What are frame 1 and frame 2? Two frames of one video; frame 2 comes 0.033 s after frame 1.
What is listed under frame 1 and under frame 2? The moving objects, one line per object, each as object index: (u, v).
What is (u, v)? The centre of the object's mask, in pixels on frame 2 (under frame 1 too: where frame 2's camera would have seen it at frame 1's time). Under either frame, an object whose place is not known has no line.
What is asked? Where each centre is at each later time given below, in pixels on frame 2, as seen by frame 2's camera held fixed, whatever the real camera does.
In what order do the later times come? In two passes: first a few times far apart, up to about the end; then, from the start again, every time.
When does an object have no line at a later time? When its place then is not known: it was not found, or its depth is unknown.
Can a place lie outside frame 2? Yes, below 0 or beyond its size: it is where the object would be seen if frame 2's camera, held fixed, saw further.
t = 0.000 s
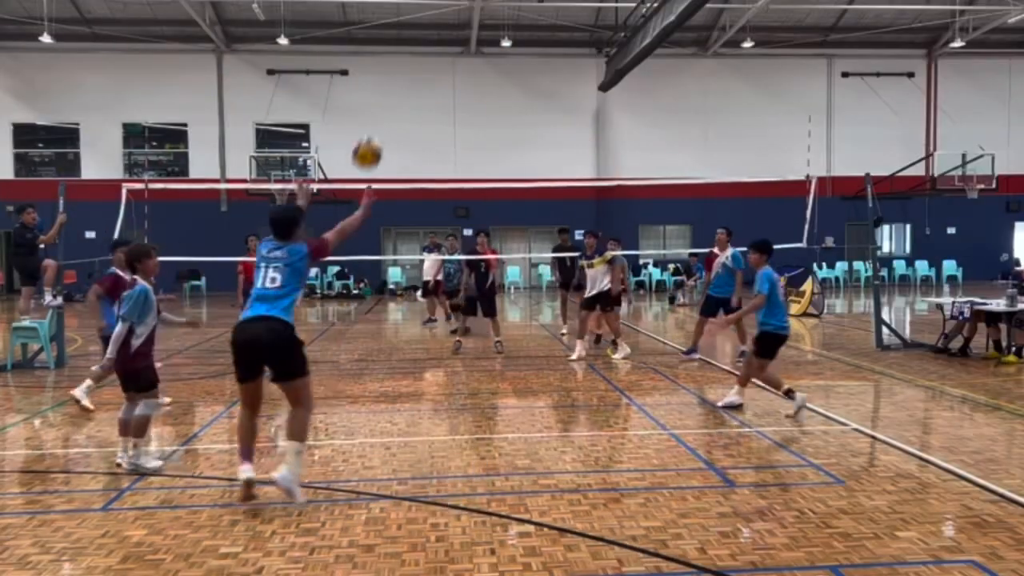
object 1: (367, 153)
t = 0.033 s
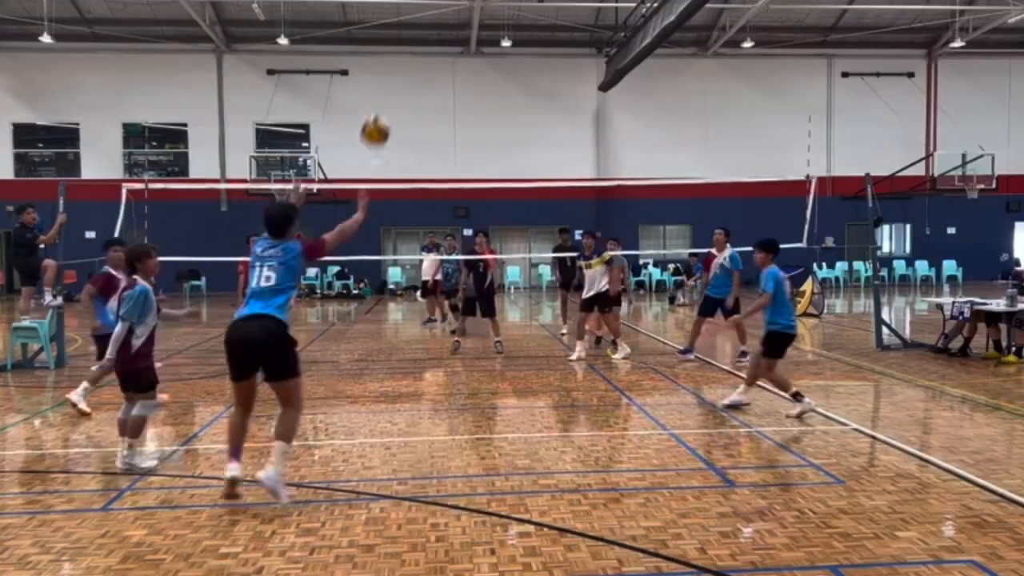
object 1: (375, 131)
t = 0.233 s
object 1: (422, 42)
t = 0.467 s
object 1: (465, 17)
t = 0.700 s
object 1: (501, 49)
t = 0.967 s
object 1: (533, 142)
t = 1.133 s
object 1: (550, 217)
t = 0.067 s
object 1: (383, 112)
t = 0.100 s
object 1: (391, 95)
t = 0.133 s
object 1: (400, 79)
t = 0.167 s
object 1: (408, 64)
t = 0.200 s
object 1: (415, 52)
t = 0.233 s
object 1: (422, 42)
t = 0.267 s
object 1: (429, 35)
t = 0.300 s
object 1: (435, 28)
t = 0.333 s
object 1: (442, 24)
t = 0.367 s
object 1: (448, 20)
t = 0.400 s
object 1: (454, 18)
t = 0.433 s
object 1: (460, 17)
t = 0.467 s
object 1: (465, 17)
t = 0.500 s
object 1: (470, 19)
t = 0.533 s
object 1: (476, 22)
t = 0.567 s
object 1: (481, 26)
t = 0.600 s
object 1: (487, 31)
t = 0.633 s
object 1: (490, 36)
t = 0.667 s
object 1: (495, 42)
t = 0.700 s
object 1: (501, 49)
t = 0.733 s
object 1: (505, 60)
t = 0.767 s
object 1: (510, 71)
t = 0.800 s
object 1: (514, 80)
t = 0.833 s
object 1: (518, 92)
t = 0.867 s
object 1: (522, 103)
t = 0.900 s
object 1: (525, 116)
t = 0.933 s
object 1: (530, 128)
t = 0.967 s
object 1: (533, 142)
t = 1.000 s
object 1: (537, 156)
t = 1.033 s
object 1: (540, 170)
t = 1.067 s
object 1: (543, 186)
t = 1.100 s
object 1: (546, 201)
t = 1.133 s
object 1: (550, 217)
